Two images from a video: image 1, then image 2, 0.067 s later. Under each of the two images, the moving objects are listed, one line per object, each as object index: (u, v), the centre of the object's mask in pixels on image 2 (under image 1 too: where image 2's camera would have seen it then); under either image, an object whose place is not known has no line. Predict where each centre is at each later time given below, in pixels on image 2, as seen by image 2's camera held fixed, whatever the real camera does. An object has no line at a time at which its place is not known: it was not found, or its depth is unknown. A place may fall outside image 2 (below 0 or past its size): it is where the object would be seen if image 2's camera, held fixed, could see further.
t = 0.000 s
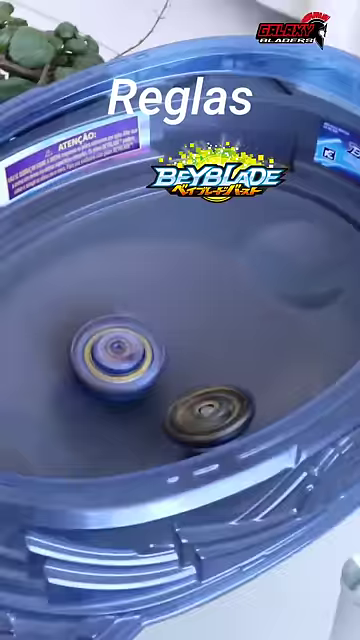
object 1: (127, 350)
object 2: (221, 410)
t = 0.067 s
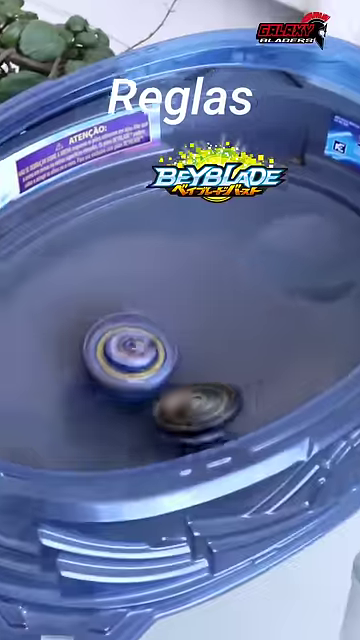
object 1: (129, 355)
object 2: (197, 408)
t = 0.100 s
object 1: (120, 347)
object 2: (202, 418)
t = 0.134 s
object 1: (115, 340)
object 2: (200, 424)
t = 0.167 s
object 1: (114, 340)
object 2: (195, 424)
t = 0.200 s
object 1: (111, 341)
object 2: (189, 424)
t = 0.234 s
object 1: (107, 342)
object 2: (178, 423)
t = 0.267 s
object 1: (103, 344)
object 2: (167, 420)
